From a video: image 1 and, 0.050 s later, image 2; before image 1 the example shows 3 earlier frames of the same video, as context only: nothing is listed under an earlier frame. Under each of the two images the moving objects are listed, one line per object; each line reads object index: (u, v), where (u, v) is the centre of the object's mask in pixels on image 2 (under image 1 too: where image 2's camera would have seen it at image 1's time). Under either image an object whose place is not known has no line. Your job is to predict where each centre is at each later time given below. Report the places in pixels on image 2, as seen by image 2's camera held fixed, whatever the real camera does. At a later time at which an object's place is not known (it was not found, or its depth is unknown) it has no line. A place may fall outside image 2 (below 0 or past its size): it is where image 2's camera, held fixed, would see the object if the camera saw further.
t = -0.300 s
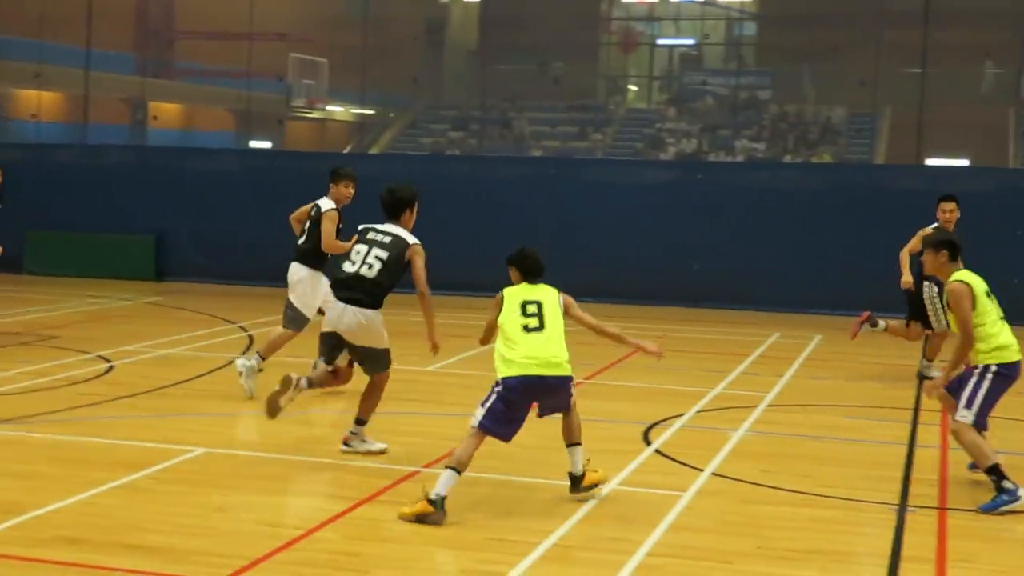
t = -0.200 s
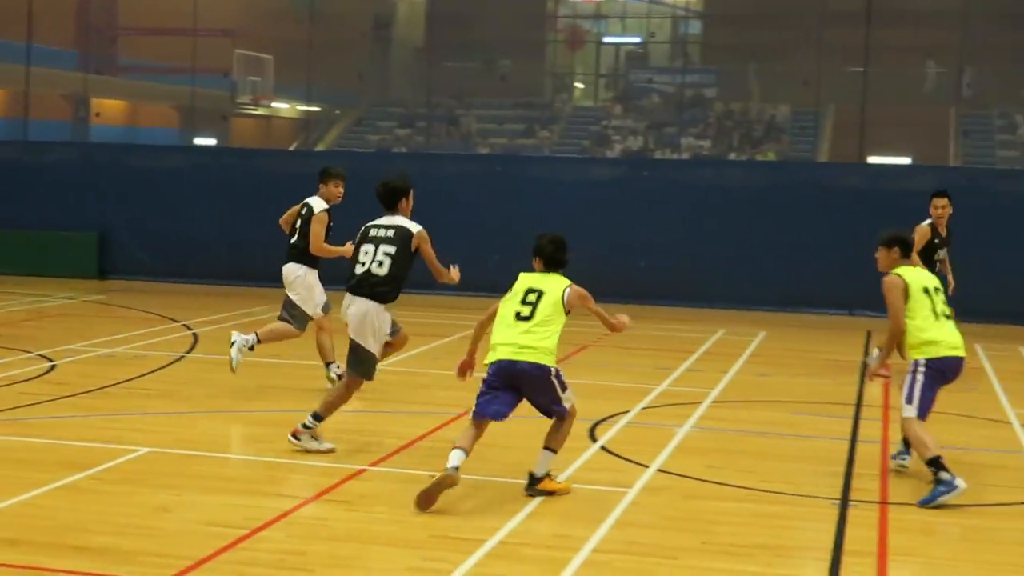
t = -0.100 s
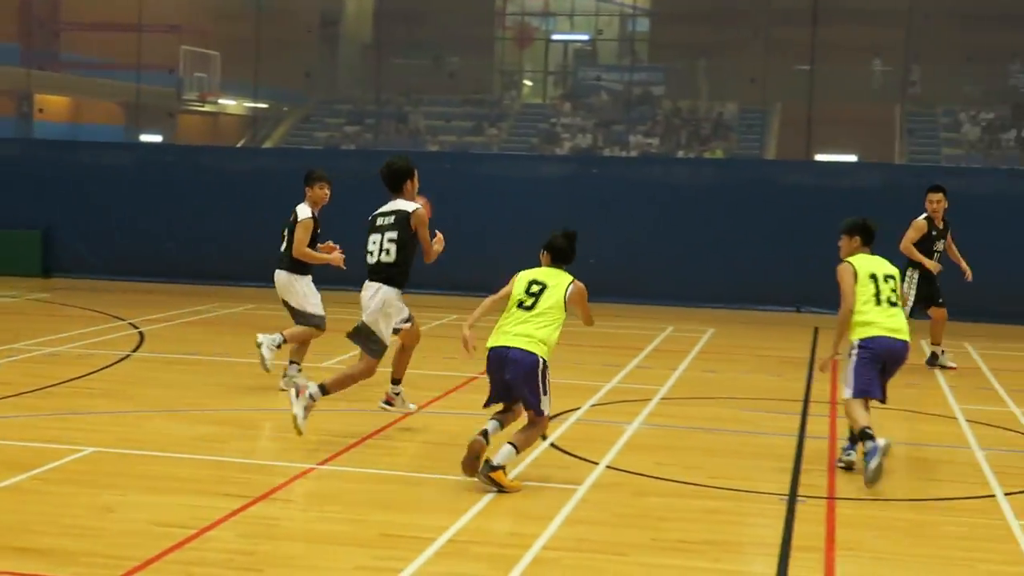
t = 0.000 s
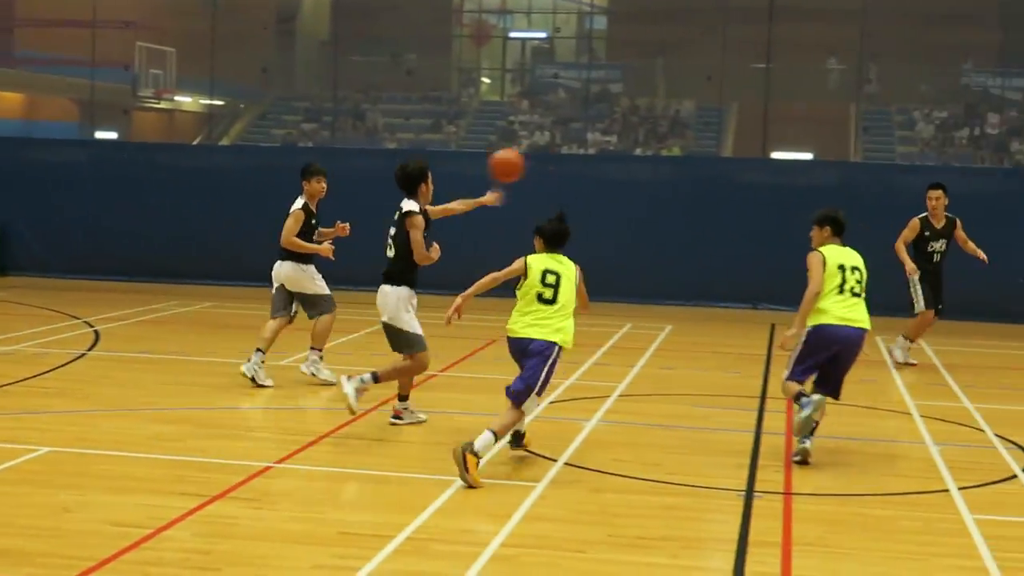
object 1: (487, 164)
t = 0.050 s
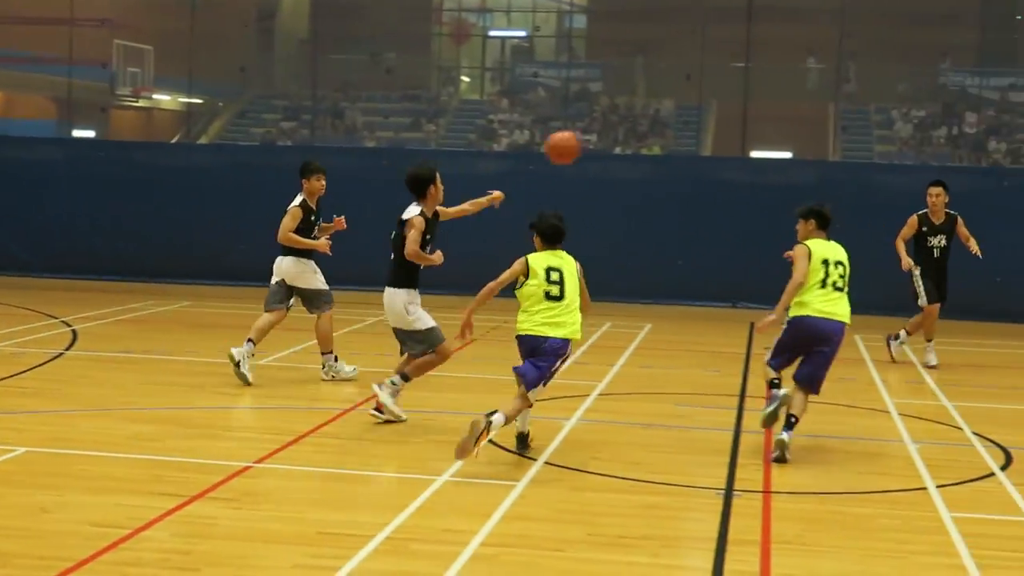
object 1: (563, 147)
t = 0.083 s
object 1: (609, 137)
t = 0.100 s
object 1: (632, 132)
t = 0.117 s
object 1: (653, 129)
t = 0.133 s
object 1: (675, 126)
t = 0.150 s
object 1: (696, 122)
